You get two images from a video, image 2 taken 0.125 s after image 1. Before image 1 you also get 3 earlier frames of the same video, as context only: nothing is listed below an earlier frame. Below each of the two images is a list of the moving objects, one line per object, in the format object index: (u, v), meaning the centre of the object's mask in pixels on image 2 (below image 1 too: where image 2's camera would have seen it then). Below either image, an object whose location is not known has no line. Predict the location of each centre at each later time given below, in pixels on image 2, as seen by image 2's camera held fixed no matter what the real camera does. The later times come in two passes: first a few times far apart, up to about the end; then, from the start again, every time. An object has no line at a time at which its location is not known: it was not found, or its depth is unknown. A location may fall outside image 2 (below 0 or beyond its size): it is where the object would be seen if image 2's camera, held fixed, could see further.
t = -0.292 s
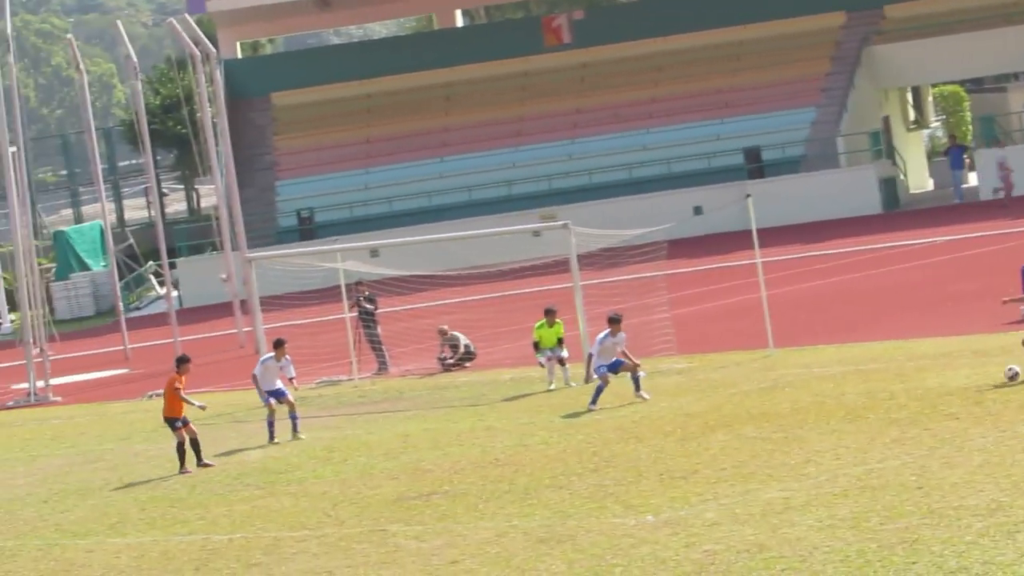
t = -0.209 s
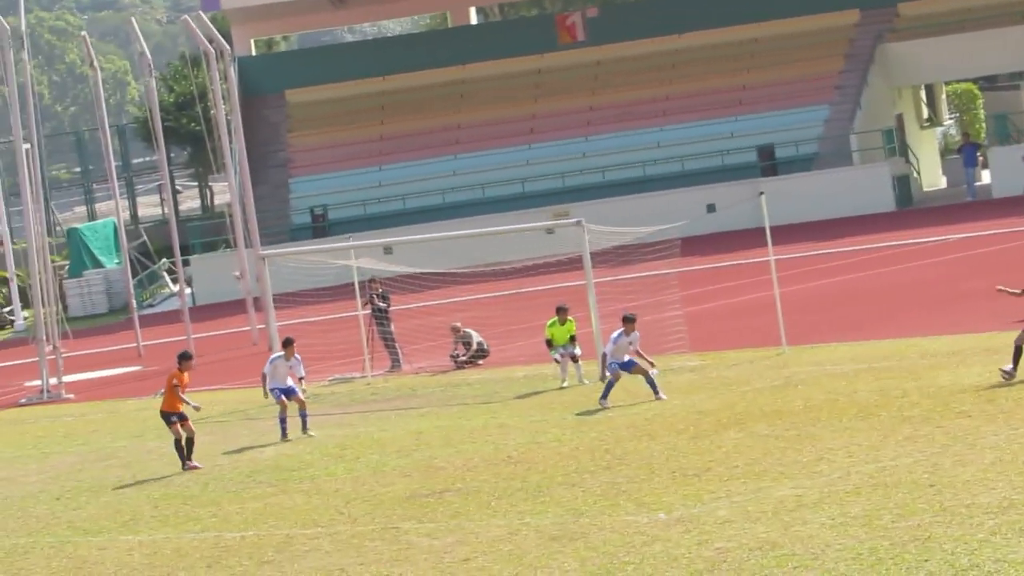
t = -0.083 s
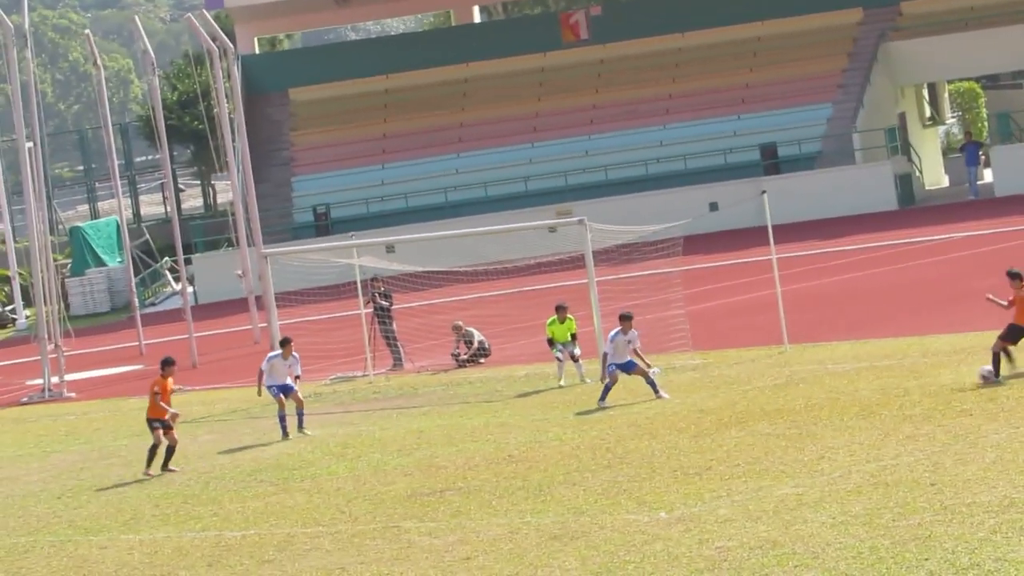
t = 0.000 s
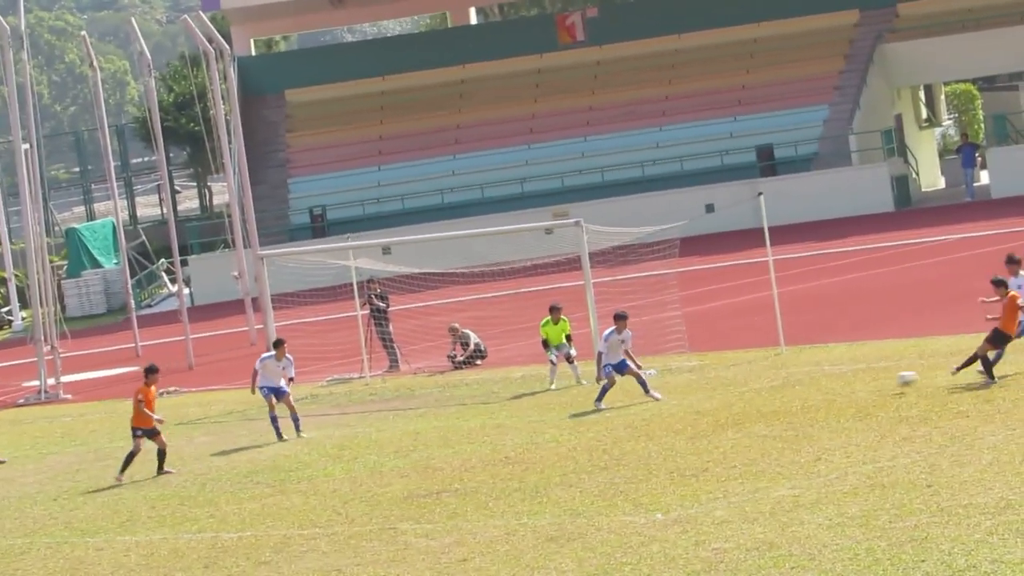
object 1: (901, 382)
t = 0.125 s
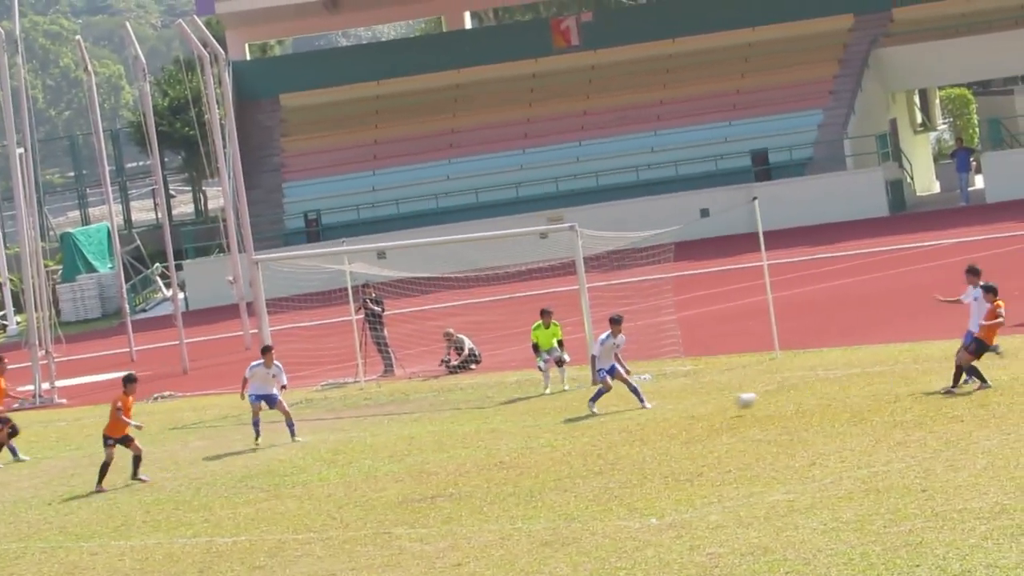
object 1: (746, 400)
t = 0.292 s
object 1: (554, 424)
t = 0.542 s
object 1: (309, 459)
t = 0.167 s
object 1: (695, 408)
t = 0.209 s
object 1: (645, 418)
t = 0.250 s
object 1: (598, 423)
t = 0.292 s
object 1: (554, 424)
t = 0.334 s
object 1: (512, 426)
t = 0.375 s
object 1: (471, 429)
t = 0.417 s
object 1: (429, 436)
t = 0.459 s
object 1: (388, 443)
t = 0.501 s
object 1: (348, 452)
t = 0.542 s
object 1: (309, 459)
